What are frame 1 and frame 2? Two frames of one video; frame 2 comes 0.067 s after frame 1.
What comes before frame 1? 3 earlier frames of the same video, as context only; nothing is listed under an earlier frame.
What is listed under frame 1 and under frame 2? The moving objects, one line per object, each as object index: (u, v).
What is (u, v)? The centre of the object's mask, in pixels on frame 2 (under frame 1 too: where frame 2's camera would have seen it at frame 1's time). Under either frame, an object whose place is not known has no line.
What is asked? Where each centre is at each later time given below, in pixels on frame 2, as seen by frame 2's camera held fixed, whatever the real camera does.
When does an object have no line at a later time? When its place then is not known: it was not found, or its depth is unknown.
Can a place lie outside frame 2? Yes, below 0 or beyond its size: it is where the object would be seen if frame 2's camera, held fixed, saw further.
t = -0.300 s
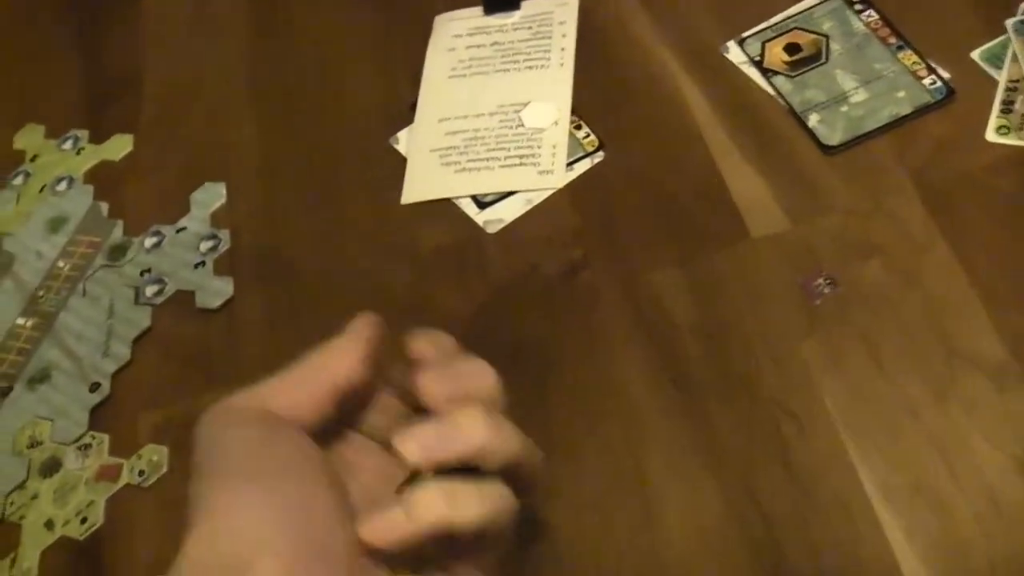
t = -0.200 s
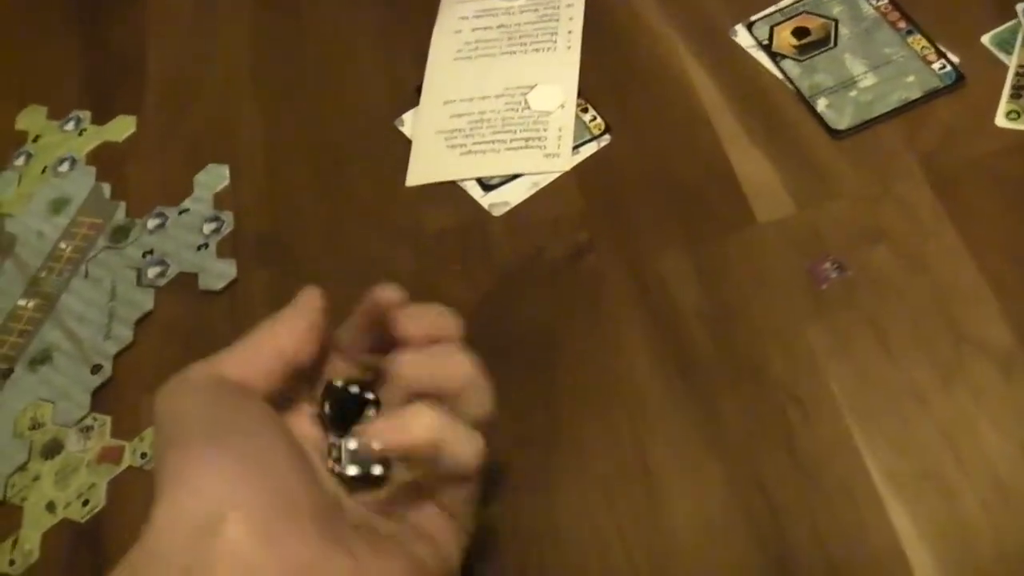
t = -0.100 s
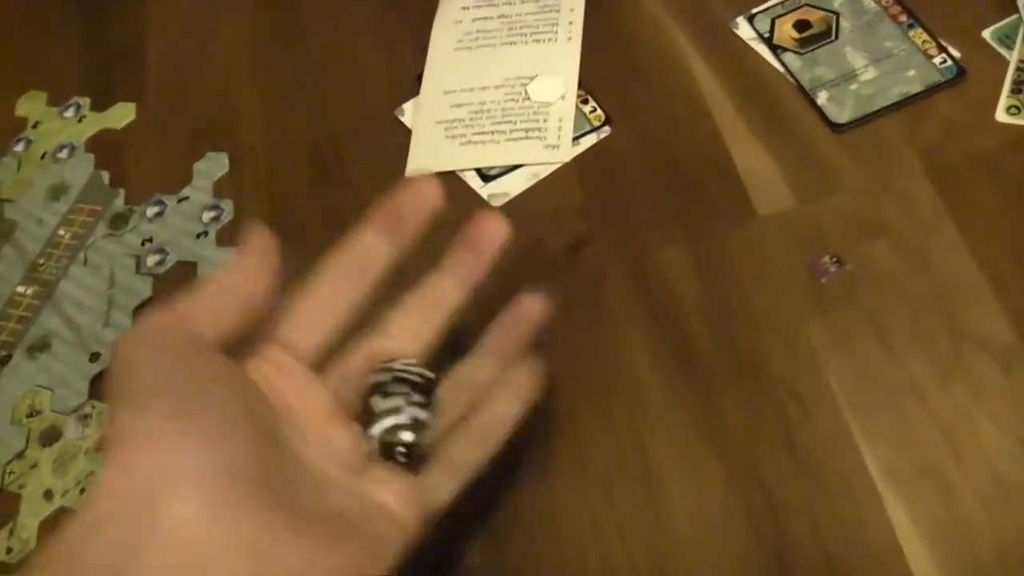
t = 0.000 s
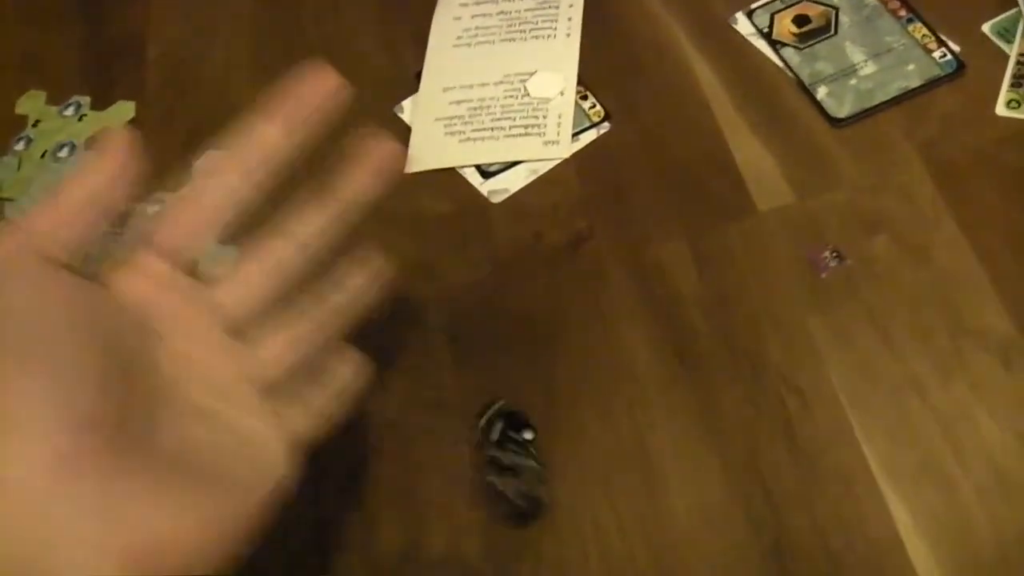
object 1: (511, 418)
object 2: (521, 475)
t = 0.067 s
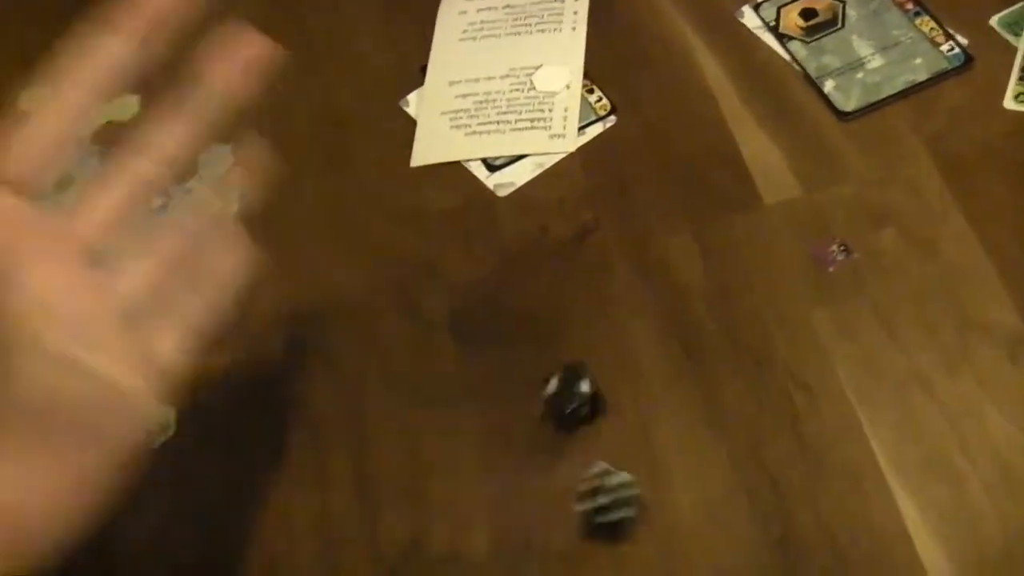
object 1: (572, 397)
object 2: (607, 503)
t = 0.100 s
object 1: (595, 378)
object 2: (650, 509)
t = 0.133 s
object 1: (617, 366)
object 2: (686, 520)
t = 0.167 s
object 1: (636, 350)
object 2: (725, 530)
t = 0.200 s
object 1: (656, 335)
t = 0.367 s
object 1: (688, 299)
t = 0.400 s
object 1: (688, 299)
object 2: (843, 563)
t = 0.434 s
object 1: (688, 299)
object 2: (844, 561)
